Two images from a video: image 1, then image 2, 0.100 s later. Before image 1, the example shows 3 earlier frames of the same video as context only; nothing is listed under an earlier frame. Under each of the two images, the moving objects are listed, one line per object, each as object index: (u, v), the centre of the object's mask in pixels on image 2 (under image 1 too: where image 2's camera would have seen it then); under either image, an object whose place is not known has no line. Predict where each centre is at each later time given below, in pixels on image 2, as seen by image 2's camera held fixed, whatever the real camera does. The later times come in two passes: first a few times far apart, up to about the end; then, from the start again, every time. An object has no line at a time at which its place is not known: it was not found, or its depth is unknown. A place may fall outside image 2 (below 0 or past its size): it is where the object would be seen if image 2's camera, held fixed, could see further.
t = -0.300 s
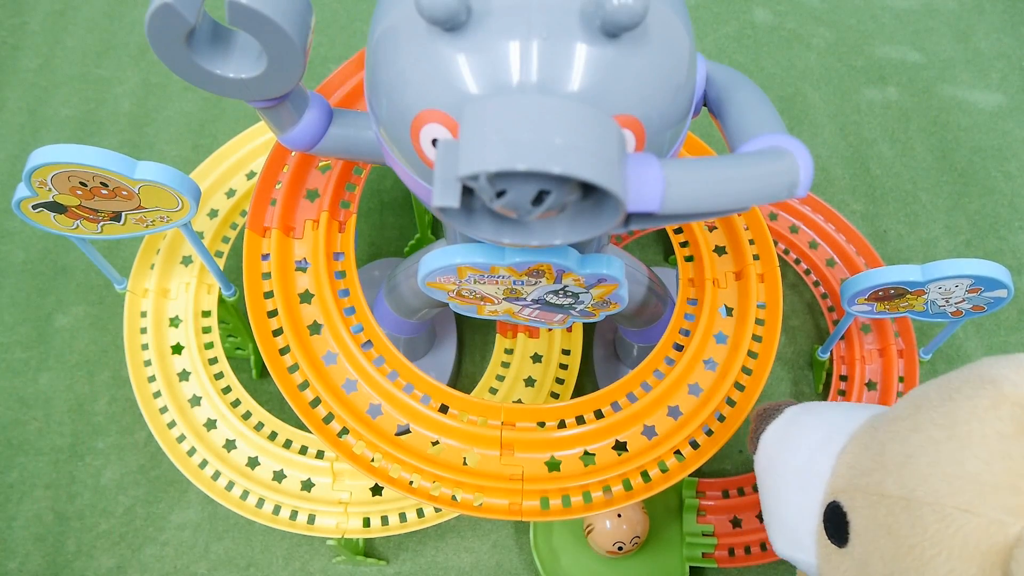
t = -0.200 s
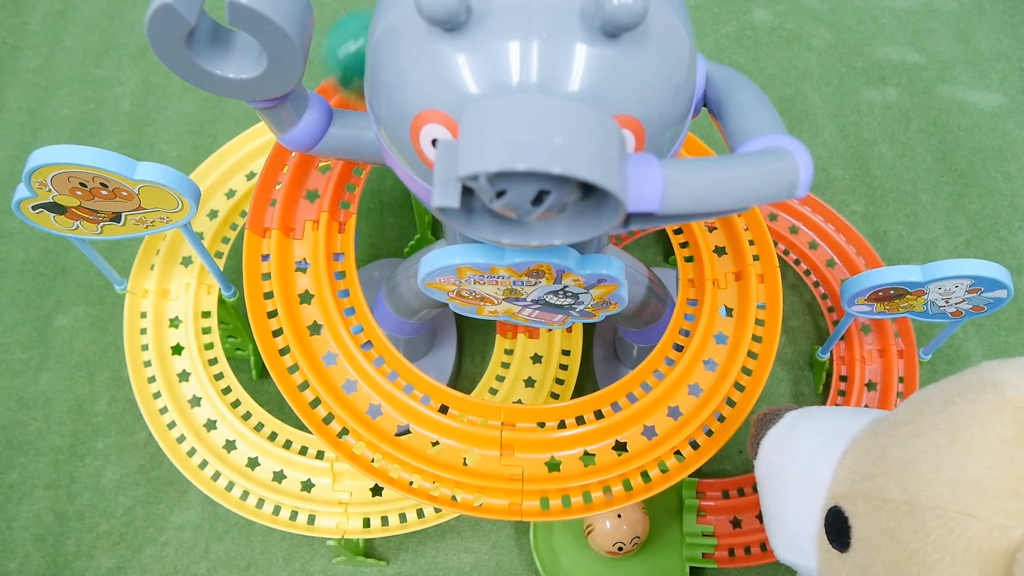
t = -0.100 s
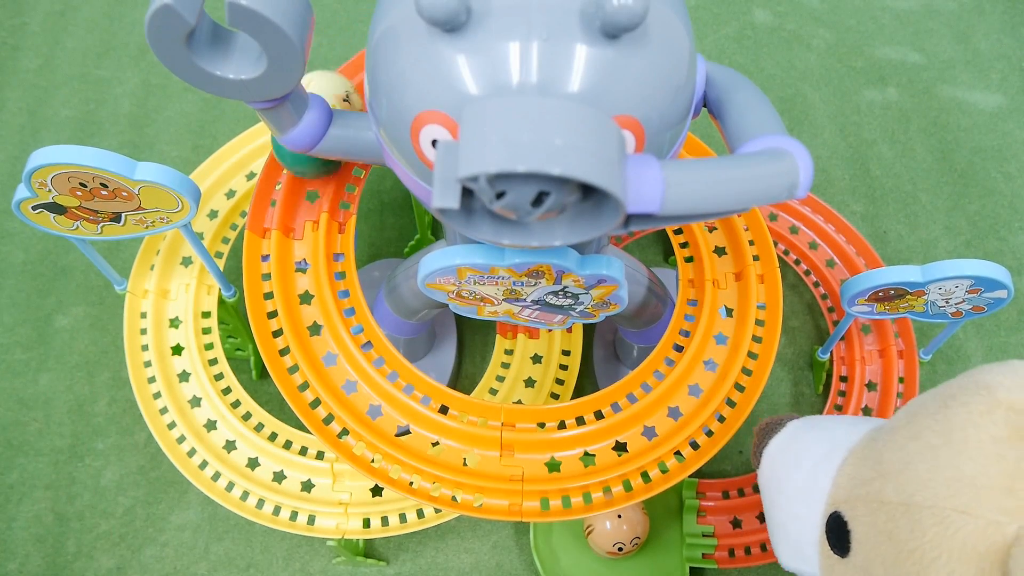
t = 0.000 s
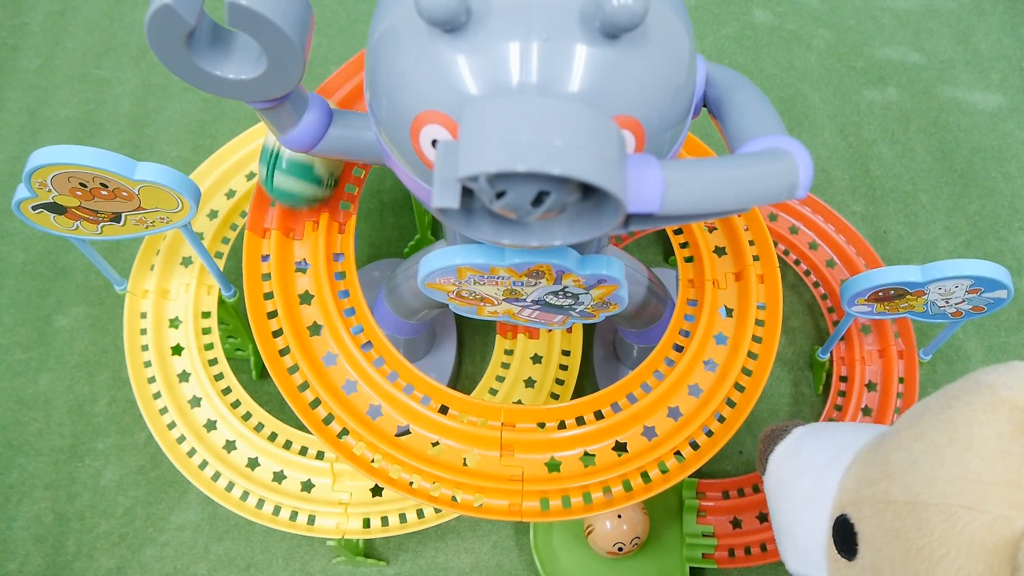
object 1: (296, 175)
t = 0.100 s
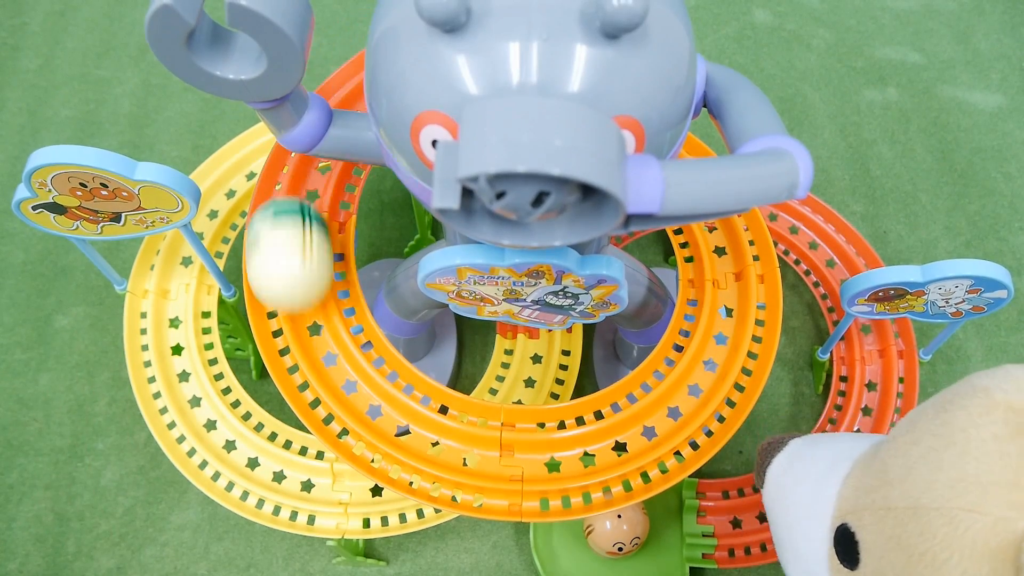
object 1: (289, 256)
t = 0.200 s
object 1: (298, 295)
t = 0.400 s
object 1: (404, 416)
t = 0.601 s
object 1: (556, 445)
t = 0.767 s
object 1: (637, 423)
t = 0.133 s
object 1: (293, 276)
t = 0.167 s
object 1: (296, 287)
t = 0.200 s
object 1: (298, 295)
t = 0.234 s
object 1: (300, 301)
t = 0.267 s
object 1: (311, 320)
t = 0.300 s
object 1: (329, 346)
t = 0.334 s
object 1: (357, 379)
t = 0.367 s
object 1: (386, 406)
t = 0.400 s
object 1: (404, 416)
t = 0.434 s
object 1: (416, 424)
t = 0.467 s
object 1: (424, 427)
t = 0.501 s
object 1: (437, 431)
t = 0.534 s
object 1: (464, 436)
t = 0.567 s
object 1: (509, 440)
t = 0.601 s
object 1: (556, 445)
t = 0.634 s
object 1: (584, 445)
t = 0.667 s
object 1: (599, 438)
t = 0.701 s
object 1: (611, 438)
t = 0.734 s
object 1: (617, 436)
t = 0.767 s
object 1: (637, 423)
